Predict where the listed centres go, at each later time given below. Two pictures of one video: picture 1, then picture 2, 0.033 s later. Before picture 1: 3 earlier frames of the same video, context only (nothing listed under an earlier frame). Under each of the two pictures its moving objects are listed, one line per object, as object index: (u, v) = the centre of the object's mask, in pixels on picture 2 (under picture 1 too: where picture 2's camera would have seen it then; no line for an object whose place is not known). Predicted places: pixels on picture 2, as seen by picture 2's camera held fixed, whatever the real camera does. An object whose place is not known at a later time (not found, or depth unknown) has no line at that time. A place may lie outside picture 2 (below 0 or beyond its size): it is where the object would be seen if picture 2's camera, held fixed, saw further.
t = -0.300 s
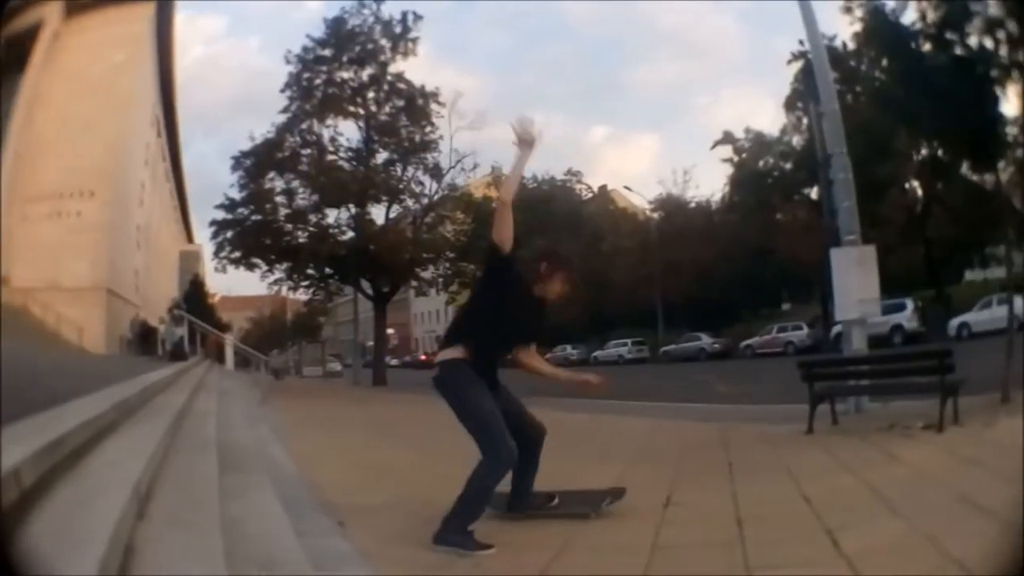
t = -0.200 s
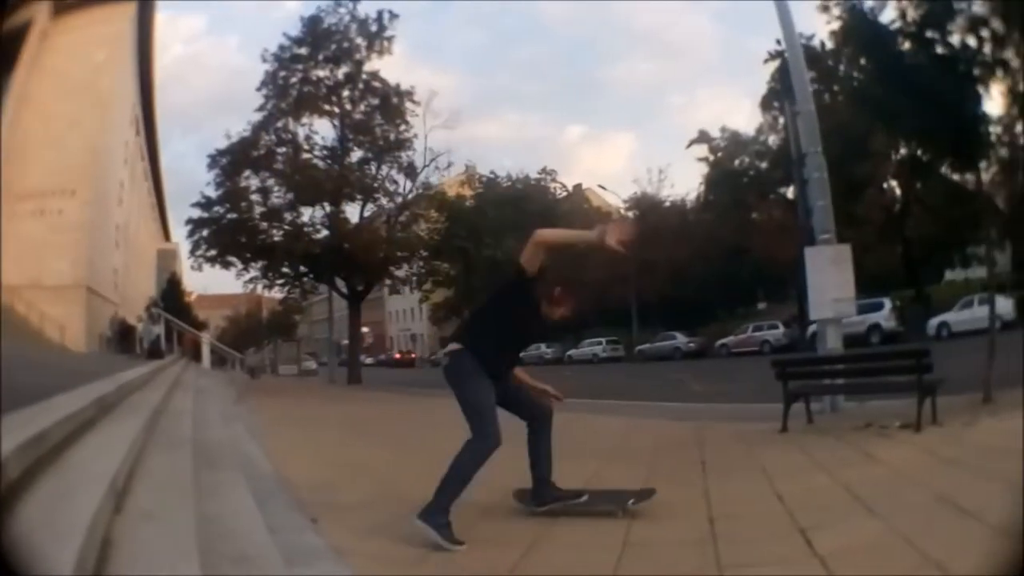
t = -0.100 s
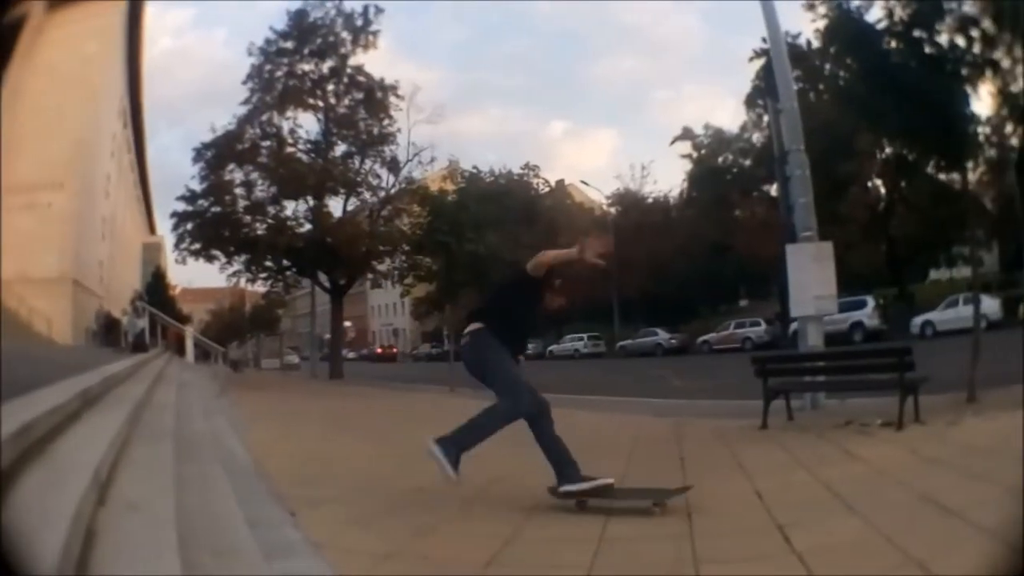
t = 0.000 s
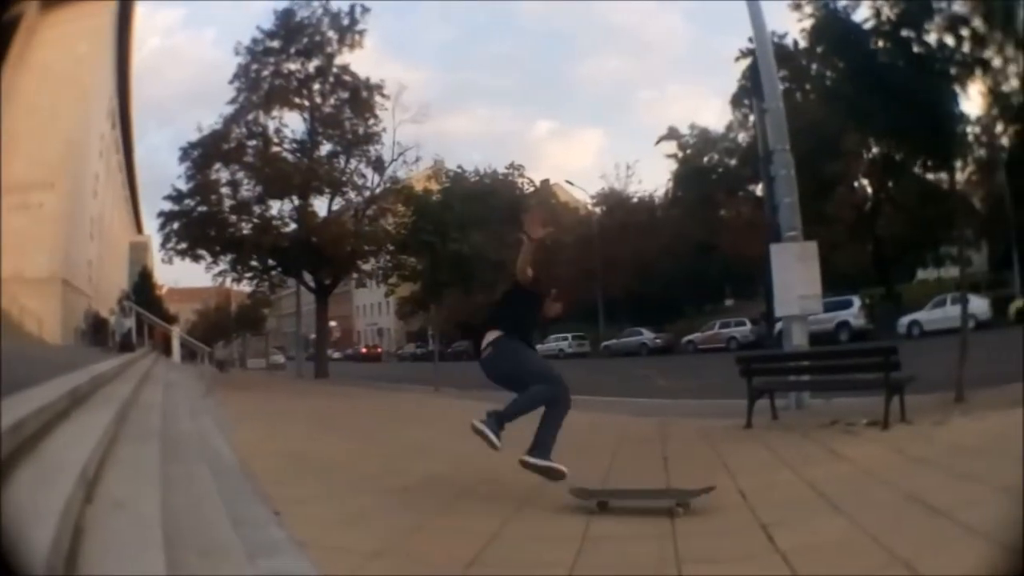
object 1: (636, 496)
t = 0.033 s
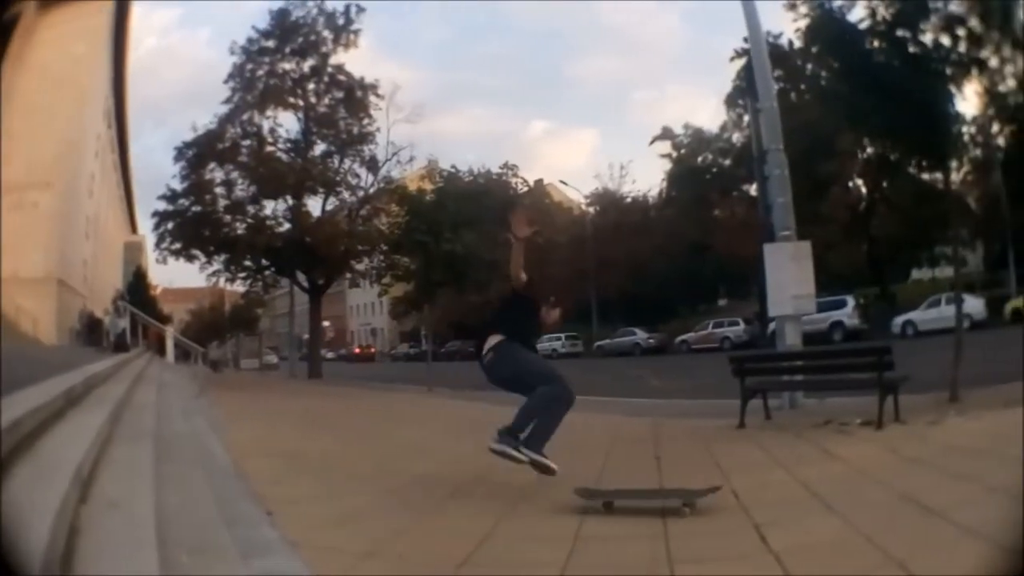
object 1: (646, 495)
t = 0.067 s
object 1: (658, 496)
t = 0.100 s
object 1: (671, 496)
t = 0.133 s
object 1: (682, 496)
